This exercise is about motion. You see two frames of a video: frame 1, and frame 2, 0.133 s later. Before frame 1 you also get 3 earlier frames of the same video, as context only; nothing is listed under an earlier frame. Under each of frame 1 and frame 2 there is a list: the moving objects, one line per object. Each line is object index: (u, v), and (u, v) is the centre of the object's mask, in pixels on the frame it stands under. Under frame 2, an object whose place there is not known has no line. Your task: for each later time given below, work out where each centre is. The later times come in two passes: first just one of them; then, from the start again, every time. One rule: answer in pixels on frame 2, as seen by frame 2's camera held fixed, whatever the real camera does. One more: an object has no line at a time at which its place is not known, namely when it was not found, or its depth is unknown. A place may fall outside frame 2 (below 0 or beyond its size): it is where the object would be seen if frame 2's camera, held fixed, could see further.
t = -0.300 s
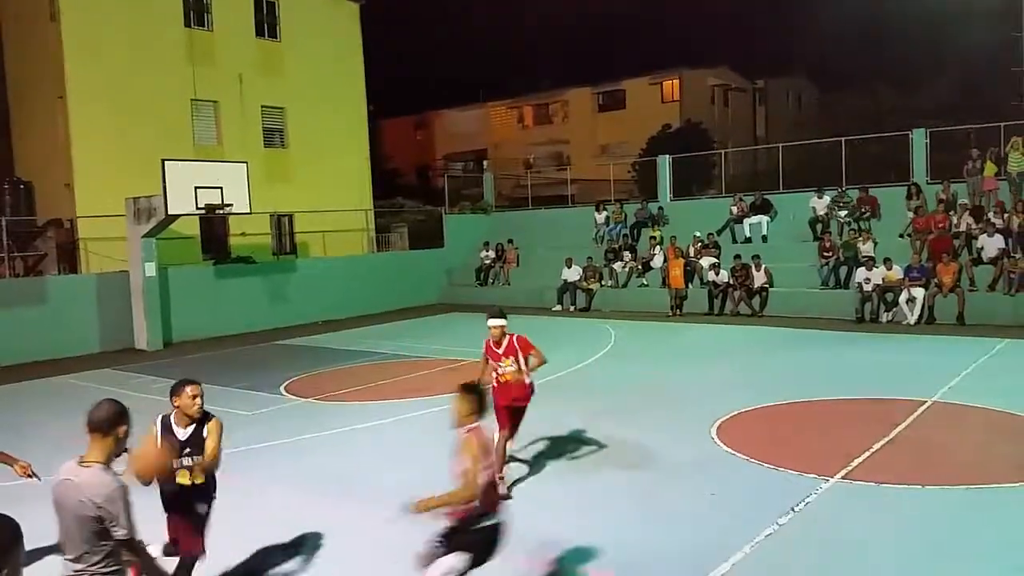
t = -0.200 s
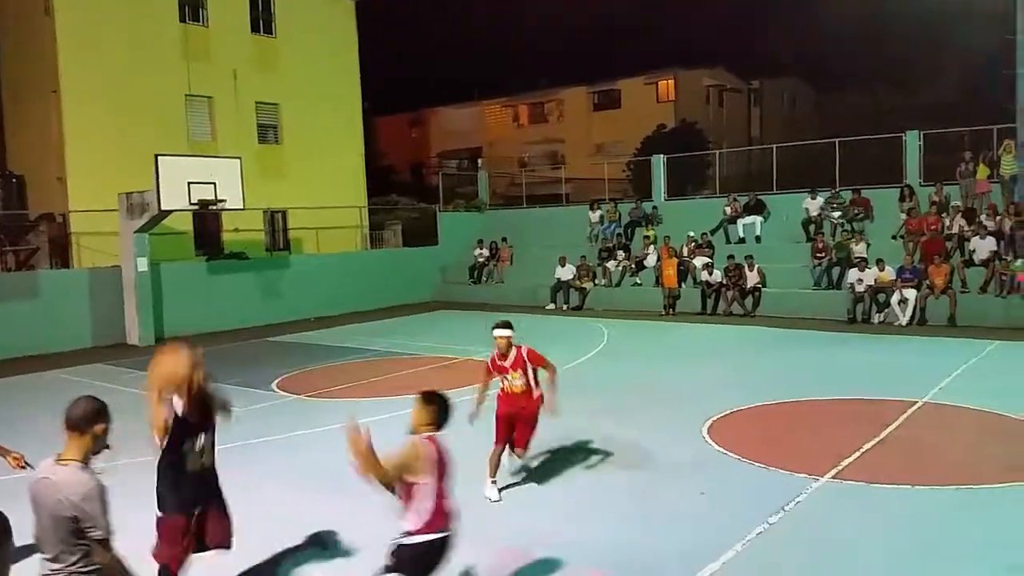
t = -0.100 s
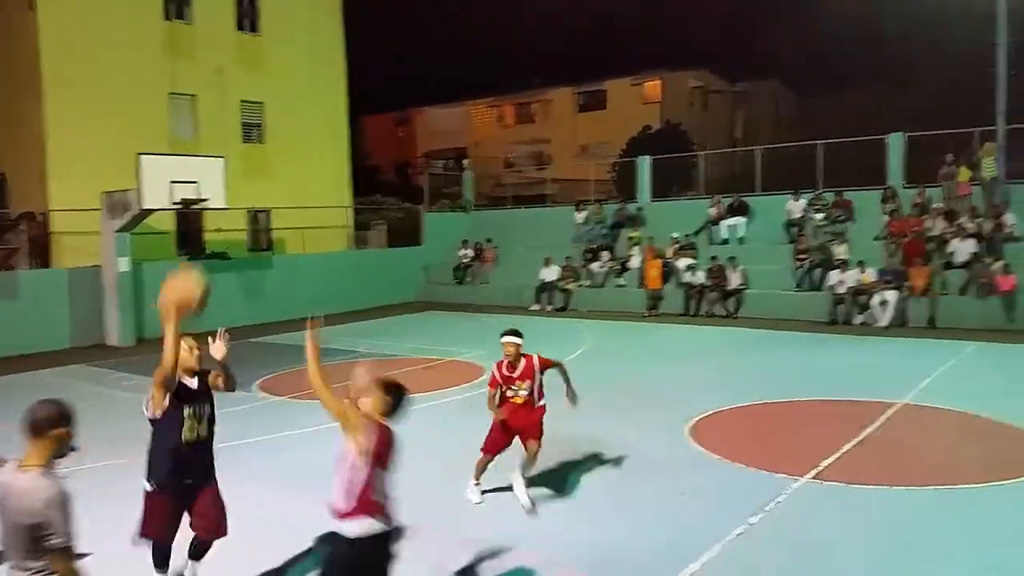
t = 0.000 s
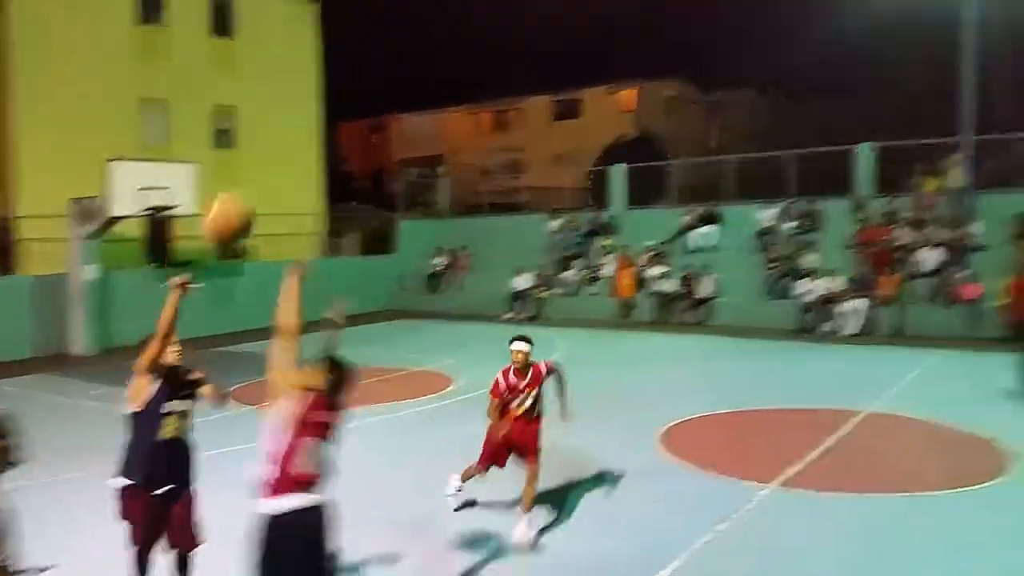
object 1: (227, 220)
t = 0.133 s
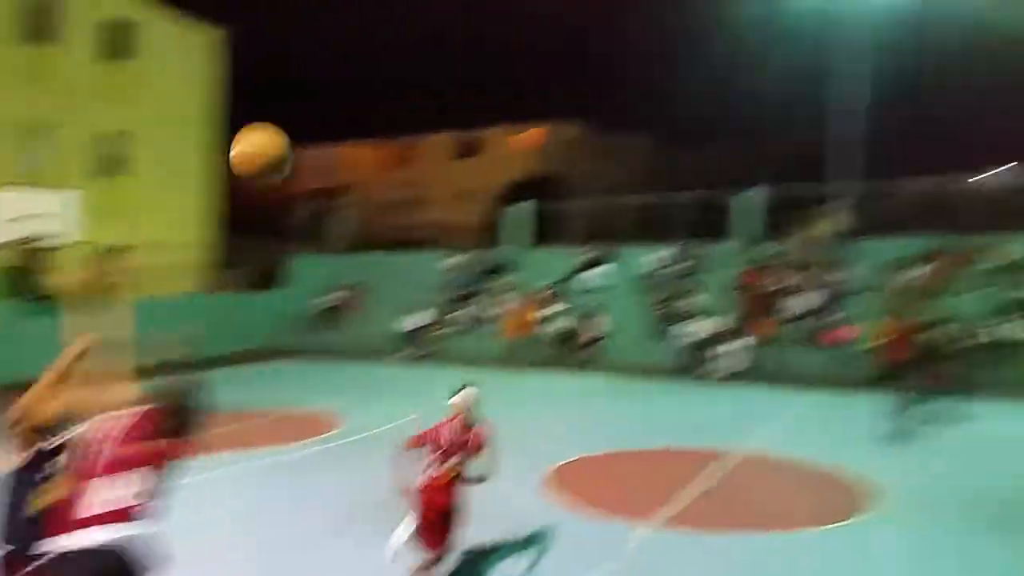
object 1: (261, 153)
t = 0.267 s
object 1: (450, 76)
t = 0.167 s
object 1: (304, 129)
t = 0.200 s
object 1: (352, 110)
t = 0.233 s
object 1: (401, 93)
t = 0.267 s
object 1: (450, 76)
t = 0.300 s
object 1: (503, 61)
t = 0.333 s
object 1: (562, 48)
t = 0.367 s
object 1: (616, 40)
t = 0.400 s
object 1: (677, 33)
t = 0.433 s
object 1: (746, 27)
